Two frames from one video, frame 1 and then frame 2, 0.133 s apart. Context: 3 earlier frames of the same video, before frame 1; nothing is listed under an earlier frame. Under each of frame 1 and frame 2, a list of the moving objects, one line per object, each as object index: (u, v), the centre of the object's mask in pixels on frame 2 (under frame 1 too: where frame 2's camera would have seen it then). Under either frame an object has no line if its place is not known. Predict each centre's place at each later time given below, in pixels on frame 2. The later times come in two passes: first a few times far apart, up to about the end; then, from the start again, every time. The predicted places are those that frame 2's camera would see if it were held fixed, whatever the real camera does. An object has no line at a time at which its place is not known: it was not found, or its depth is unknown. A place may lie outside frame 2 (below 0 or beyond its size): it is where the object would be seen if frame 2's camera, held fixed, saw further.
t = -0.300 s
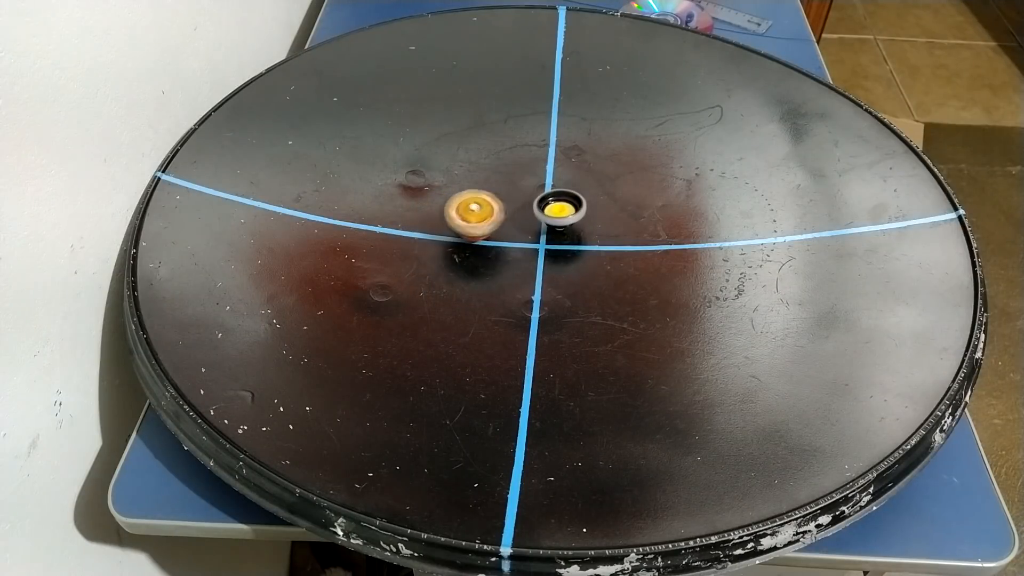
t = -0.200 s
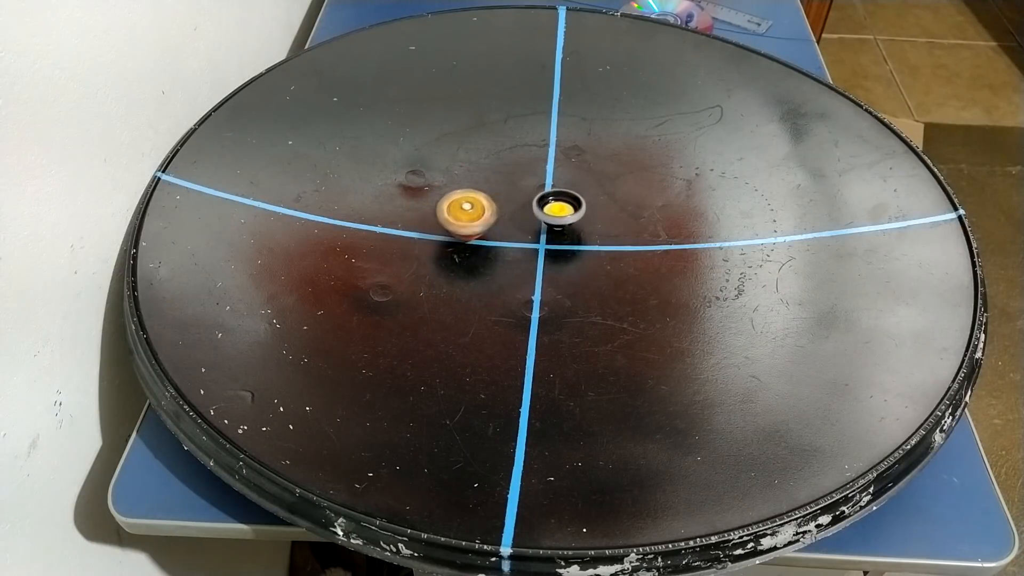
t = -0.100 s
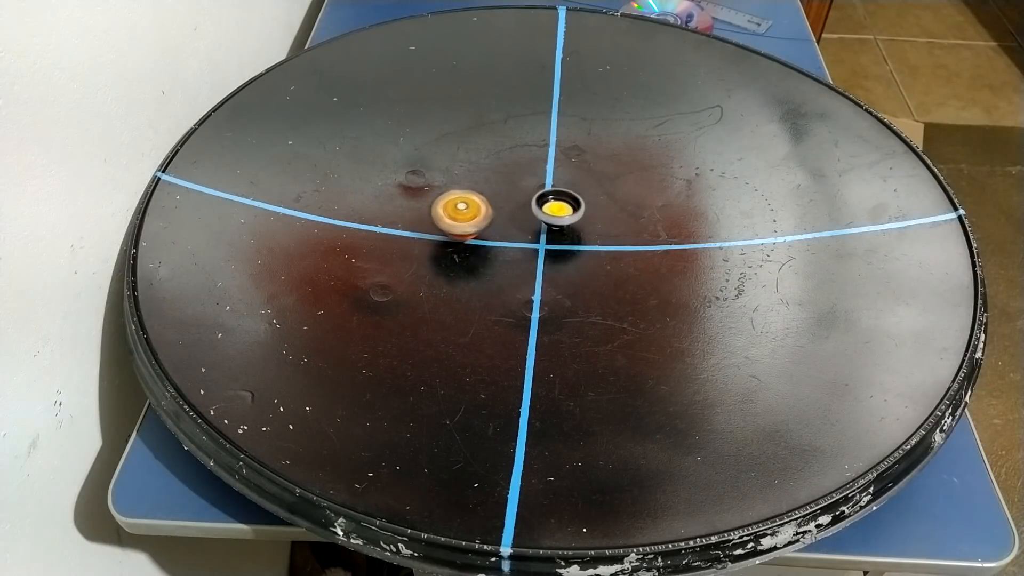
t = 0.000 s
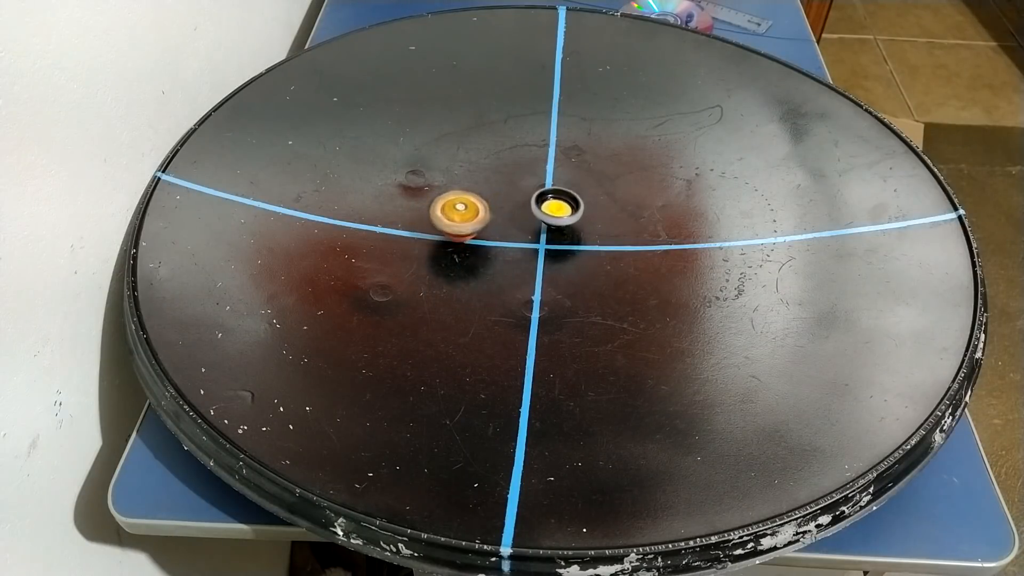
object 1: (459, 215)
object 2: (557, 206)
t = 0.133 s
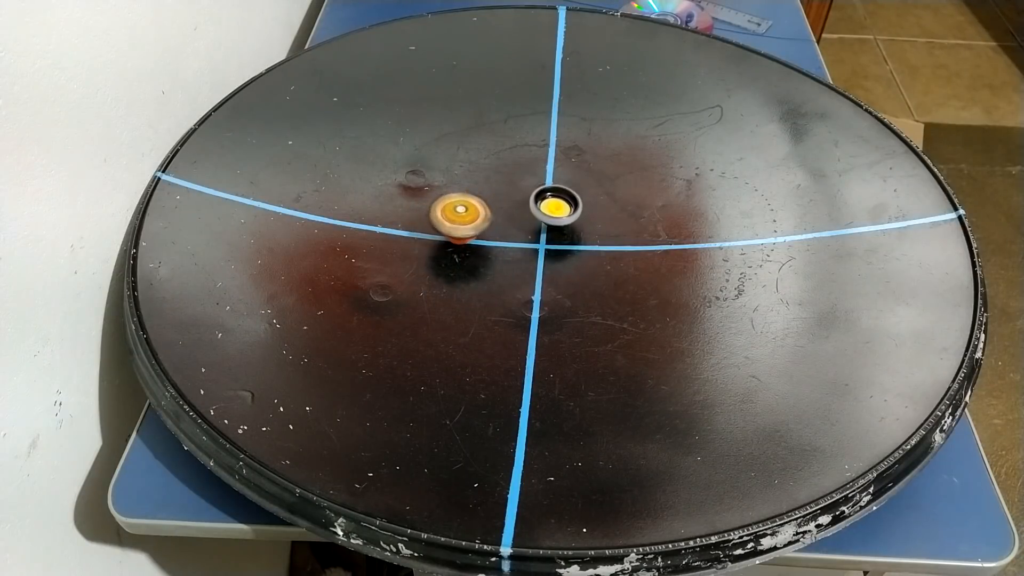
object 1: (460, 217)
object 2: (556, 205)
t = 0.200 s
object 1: (462, 218)
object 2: (555, 204)
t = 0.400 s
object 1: (473, 218)
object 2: (553, 203)
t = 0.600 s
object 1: (492, 216)
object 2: (552, 202)
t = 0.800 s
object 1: (490, 211)
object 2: (555, 202)
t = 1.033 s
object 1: (482, 211)
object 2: (553, 203)
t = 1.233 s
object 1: (481, 215)
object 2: (551, 202)
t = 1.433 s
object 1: (487, 219)
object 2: (550, 202)
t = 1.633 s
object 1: (496, 222)
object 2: (547, 201)
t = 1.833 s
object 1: (497, 225)
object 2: (545, 201)
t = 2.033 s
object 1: (493, 229)
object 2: (544, 201)
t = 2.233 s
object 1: (492, 230)
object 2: (543, 201)
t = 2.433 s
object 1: (492, 228)
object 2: (541, 200)
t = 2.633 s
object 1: (493, 223)
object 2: (539, 199)
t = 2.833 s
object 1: (488, 222)
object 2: (538, 199)
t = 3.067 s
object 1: (482, 224)
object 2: (537, 199)
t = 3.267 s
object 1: (481, 226)
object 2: (536, 199)
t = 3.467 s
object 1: (484, 224)
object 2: (533, 198)
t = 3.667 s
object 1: (486, 221)
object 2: (533, 198)
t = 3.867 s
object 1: (475, 224)
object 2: (531, 198)
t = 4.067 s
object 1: (470, 228)
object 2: (532, 199)
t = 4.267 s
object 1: (475, 229)
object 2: (531, 198)
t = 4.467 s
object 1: (485, 226)
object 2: (528, 197)
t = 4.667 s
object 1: (487, 228)
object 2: (527, 196)
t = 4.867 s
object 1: (490, 231)
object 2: (527, 196)
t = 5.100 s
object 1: (496, 230)
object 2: (527, 196)
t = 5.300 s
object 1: (495, 235)
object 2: (524, 196)
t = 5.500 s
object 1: (494, 238)
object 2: (521, 196)
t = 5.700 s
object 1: (494, 235)
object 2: (522, 196)
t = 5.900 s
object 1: (494, 228)
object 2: (524, 195)
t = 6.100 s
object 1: (482, 234)
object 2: (518, 197)
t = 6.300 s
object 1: (477, 242)
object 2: (517, 195)
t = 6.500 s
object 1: (478, 244)
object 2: (520, 196)
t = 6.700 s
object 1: (483, 237)
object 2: (518, 199)
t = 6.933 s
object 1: (479, 224)
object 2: (517, 191)
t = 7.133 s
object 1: (456, 232)
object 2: (522, 189)
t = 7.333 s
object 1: (448, 242)
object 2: (531, 186)
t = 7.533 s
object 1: (462, 245)
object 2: (523, 193)
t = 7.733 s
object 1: (481, 235)
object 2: (521, 186)
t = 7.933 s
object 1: (491, 214)
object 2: (530, 189)
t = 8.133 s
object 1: (463, 227)
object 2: (525, 196)
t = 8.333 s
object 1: (453, 254)
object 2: (520, 204)
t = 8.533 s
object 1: (479, 267)
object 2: (506, 205)
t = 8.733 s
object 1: (506, 251)
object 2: (506, 202)
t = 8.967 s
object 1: (521, 239)
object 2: (517, 191)
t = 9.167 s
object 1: (522, 232)
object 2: (515, 191)
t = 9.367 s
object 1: (512, 224)
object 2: (516, 191)
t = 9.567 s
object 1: (508, 239)
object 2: (505, 184)
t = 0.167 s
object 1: (461, 217)
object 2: (555, 205)
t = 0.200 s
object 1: (462, 218)
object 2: (555, 204)
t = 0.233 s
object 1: (463, 218)
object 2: (555, 204)
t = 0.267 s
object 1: (465, 218)
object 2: (555, 204)
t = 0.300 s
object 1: (466, 219)
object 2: (554, 204)
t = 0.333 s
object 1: (468, 218)
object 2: (554, 204)
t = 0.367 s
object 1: (471, 218)
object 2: (553, 203)
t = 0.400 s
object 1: (473, 218)
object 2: (553, 203)
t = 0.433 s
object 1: (477, 218)
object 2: (553, 203)
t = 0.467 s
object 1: (480, 218)
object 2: (553, 203)
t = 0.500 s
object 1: (483, 217)
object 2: (553, 203)
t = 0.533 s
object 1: (486, 217)
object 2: (552, 202)
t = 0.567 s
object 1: (489, 216)
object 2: (552, 202)
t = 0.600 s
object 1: (492, 216)
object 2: (552, 202)
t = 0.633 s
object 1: (495, 215)
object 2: (552, 202)
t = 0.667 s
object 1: (495, 214)
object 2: (555, 202)
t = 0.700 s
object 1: (494, 213)
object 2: (556, 203)
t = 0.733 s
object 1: (493, 212)
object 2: (555, 204)
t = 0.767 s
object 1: (490, 211)
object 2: (554, 202)
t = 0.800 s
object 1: (490, 211)
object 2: (555, 202)
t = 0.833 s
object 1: (488, 211)
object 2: (555, 203)
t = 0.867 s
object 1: (486, 210)
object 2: (554, 203)
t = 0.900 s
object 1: (486, 211)
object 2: (553, 203)
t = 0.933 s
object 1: (484, 211)
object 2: (553, 203)
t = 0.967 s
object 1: (483, 211)
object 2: (554, 203)
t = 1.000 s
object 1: (483, 211)
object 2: (553, 203)
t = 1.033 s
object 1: (482, 211)
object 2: (553, 203)
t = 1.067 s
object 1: (482, 212)
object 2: (552, 203)
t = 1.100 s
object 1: (482, 212)
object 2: (552, 203)
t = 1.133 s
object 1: (481, 213)
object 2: (552, 203)
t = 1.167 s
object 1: (481, 214)
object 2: (551, 203)
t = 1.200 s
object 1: (481, 214)
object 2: (551, 203)
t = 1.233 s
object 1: (481, 215)
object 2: (551, 202)
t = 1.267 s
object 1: (482, 216)
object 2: (551, 202)
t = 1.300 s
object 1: (483, 217)
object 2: (550, 202)
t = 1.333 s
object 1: (483, 217)
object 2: (551, 202)
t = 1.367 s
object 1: (484, 218)
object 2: (550, 202)
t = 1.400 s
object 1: (485, 218)
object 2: (550, 202)
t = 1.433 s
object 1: (487, 219)
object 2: (550, 202)
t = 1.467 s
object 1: (488, 220)
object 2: (549, 202)
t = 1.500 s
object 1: (490, 221)
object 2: (549, 202)
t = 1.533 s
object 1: (491, 221)
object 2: (548, 202)
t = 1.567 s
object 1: (493, 221)
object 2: (547, 202)
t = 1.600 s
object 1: (495, 222)
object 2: (547, 201)
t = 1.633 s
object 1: (496, 222)
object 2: (547, 201)
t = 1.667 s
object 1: (498, 222)
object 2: (547, 201)
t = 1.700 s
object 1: (499, 223)
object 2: (547, 201)
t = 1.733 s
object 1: (499, 223)
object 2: (547, 201)
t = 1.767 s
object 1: (498, 224)
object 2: (547, 201)
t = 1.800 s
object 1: (497, 225)
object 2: (546, 201)
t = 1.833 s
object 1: (497, 225)
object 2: (545, 201)
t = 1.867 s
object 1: (496, 226)
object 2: (545, 201)
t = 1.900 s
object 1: (496, 227)
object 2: (545, 201)
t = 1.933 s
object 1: (495, 227)
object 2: (545, 201)
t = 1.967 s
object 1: (495, 228)
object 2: (544, 201)
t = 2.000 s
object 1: (494, 229)
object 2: (545, 201)
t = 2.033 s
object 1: (493, 229)
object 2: (544, 201)
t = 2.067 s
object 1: (493, 230)
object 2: (545, 201)
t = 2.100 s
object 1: (493, 230)
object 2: (544, 201)
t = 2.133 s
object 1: (492, 230)
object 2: (544, 201)
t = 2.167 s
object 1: (492, 230)
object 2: (544, 201)
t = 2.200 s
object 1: (492, 230)
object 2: (544, 201)
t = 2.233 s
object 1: (492, 230)
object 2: (543, 201)
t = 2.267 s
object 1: (492, 230)
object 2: (543, 201)
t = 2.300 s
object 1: (492, 230)
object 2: (543, 200)
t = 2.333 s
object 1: (491, 229)
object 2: (542, 201)
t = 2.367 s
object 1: (491, 229)
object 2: (542, 200)
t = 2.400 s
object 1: (492, 229)
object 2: (541, 200)
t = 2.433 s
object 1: (492, 228)
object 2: (541, 200)
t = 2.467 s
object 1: (492, 227)
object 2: (541, 200)
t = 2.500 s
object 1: (492, 227)
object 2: (540, 200)
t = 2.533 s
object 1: (493, 226)
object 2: (539, 199)
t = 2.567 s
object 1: (492, 225)
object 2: (539, 199)
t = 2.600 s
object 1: (493, 224)
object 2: (539, 199)
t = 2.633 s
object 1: (493, 223)
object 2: (539, 199)
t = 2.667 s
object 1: (493, 223)
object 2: (539, 198)
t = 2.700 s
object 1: (493, 222)
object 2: (539, 198)
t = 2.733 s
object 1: (492, 221)
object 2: (540, 198)
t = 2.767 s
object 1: (491, 221)
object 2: (540, 199)
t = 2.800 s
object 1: (490, 222)
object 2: (538, 199)
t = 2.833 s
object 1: (488, 222)
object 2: (538, 199)
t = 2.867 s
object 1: (487, 222)
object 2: (538, 198)
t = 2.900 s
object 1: (486, 222)
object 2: (538, 199)
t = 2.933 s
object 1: (484, 223)
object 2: (538, 199)
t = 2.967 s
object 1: (483, 223)
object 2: (537, 199)
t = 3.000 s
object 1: (483, 223)
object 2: (537, 199)
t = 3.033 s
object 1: (482, 224)
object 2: (537, 199)
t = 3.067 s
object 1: (482, 224)
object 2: (537, 199)
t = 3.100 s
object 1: (481, 225)
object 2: (536, 199)
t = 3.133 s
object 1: (481, 225)
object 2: (536, 199)
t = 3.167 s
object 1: (481, 225)
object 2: (536, 199)
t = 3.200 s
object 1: (481, 225)
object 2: (536, 199)
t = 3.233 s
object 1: (481, 225)
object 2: (536, 199)
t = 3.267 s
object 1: (481, 226)
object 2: (536, 199)
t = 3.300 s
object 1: (481, 226)
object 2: (535, 198)
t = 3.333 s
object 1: (481, 226)
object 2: (535, 198)
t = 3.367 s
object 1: (481, 225)
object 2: (534, 198)
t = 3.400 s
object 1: (483, 225)
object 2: (534, 198)
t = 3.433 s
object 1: (482, 225)
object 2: (533, 198)
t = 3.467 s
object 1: (484, 224)
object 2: (533, 198)
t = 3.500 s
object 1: (485, 224)
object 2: (532, 198)
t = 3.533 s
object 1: (485, 223)
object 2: (532, 197)
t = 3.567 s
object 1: (486, 222)
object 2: (532, 197)
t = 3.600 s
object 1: (487, 222)
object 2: (532, 197)
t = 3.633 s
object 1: (486, 221)
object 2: (533, 197)
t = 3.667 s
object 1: (486, 221)
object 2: (533, 198)
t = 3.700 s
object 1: (484, 221)
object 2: (532, 198)
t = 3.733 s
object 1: (482, 222)
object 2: (532, 198)
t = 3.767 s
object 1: (481, 222)
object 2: (531, 198)
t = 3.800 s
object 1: (479, 222)
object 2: (531, 198)
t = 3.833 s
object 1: (476, 223)
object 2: (531, 197)
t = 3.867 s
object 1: (475, 224)
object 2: (531, 198)
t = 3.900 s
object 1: (473, 225)
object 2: (531, 198)
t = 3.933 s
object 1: (472, 225)
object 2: (531, 198)
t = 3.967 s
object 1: (472, 226)
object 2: (531, 198)
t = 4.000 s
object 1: (471, 227)
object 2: (531, 198)
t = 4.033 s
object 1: (470, 227)
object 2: (531, 198)
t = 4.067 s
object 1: (470, 228)
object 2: (532, 199)
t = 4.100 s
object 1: (471, 228)
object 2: (532, 199)
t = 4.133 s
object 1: (471, 228)
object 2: (532, 199)
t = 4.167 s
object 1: (471, 229)
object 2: (532, 198)
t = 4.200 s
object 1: (472, 229)
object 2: (531, 198)
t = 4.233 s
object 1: (473, 229)
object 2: (531, 198)
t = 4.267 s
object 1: (475, 229)
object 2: (531, 198)
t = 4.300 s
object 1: (476, 228)
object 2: (530, 198)
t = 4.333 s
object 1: (477, 228)
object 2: (530, 198)
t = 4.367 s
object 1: (479, 228)
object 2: (529, 198)
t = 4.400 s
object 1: (481, 227)
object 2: (529, 198)
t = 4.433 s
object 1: (483, 227)
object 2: (528, 198)
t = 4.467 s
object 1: (485, 226)
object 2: (528, 197)
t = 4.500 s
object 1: (487, 225)
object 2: (528, 197)
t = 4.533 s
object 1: (488, 225)
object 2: (529, 196)
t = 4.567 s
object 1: (488, 226)
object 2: (530, 196)
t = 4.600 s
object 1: (488, 226)
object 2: (530, 197)
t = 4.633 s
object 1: (487, 227)
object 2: (529, 197)
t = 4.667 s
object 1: (487, 228)
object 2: (527, 196)
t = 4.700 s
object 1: (488, 229)
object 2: (527, 195)
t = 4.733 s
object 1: (488, 230)
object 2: (527, 196)
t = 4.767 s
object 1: (488, 230)
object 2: (527, 196)
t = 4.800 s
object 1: (489, 231)
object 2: (527, 196)
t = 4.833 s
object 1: (489, 231)
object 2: (526, 196)
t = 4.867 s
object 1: (490, 231)
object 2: (527, 196)
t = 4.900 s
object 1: (491, 231)
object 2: (527, 196)
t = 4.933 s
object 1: (492, 232)
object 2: (527, 196)
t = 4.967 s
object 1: (492, 231)
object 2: (527, 196)
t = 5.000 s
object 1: (494, 231)
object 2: (527, 196)
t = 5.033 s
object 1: (495, 231)
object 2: (527, 196)
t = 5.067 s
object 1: (495, 230)
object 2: (528, 196)
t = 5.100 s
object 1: (496, 230)
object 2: (527, 196)
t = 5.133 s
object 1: (497, 229)
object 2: (528, 196)
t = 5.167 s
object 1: (497, 230)
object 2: (529, 196)
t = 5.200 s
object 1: (497, 232)
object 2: (529, 198)
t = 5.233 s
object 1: (496, 233)
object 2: (527, 197)
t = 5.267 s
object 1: (495, 234)
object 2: (525, 197)
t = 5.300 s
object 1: (495, 235)
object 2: (524, 196)
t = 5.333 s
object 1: (494, 236)
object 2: (524, 197)
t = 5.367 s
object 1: (494, 237)
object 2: (523, 197)
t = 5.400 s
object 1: (494, 237)
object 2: (522, 197)
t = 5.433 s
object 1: (494, 238)
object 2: (521, 196)
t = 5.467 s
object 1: (494, 238)
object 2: (521, 195)
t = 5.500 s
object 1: (494, 238)
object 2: (521, 196)
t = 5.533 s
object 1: (494, 238)
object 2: (521, 196)
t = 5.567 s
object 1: (494, 238)
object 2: (521, 196)
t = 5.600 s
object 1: (494, 237)
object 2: (521, 196)
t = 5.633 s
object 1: (494, 237)
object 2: (521, 196)
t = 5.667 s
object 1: (494, 236)
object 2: (522, 196)
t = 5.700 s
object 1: (494, 235)
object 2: (522, 196)
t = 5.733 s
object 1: (495, 234)
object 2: (522, 196)
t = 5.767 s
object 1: (495, 233)
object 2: (523, 196)
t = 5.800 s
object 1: (494, 232)
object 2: (523, 195)
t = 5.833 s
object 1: (495, 230)
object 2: (524, 195)
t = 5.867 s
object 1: (495, 229)
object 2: (524, 195)
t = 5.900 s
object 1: (494, 228)
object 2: (524, 195)
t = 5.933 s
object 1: (493, 228)
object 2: (525, 196)
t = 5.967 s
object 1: (492, 228)
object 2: (526, 197)
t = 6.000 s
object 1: (489, 229)
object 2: (523, 198)
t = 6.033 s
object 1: (487, 231)
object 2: (521, 198)
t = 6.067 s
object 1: (485, 232)
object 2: (519, 197)
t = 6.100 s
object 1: (482, 234)
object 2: (518, 197)
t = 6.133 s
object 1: (481, 235)
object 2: (517, 197)
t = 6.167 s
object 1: (480, 237)
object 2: (517, 197)
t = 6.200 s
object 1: (479, 239)
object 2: (515, 197)
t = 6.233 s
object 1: (477, 240)
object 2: (515, 196)
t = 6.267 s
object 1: (477, 241)
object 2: (516, 195)
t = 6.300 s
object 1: (477, 242)
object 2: (517, 195)
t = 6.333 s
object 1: (476, 243)
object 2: (518, 195)
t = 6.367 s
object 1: (476, 244)
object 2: (518, 195)
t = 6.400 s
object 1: (477, 244)
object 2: (519, 196)
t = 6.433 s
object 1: (477, 244)
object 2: (519, 195)
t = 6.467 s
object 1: (477, 244)
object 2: (520, 196)
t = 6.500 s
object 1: (478, 244)
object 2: (520, 196)
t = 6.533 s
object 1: (479, 243)
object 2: (521, 196)
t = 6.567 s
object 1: (480, 242)
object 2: (521, 196)
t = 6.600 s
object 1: (480, 241)
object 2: (521, 196)
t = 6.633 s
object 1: (482, 240)
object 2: (520, 197)
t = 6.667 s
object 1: (483, 239)
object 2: (520, 198)
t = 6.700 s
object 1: (483, 237)
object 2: (518, 199)
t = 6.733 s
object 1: (484, 235)
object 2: (518, 198)
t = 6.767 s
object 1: (484, 233)
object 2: (517, 197)
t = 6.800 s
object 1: (485, 231)
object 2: (516, 196)
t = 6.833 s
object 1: (484, 229)
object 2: (515, 195)
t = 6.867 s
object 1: (484, 227)
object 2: (514, 194)
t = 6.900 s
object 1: (485, 224)
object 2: (514, 193)
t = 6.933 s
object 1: (479, 224)
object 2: (517, 191)
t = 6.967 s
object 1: (474, 227)
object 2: (521, 188)
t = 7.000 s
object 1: (471, 227)
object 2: (527, 185)
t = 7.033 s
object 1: (467, 227)
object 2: (530, 185)
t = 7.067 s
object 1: (461, 228)
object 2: (530, 187)
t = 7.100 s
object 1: (457, 231)
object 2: (527, 190)
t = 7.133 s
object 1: (456, 232)
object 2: (522, 189)
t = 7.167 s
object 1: (452, 234)
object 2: (521, 188)
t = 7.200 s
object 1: (449, 235)
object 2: (521, 187)
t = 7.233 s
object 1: (448, 237)
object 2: (524, 186)
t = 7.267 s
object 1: (449, 239)
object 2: (527, 186)
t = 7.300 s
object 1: (449, 241)
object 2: (530, 186)
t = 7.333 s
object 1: (448, 242)
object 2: (531, 186)
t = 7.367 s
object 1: (449, 243)
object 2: (531, 187)
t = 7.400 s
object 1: (452, 245)
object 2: (532, 187)
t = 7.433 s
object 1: (454, 245)
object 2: (531, 189)
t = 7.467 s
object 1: (455, 246)
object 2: (530, 190)
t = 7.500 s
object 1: (458, 246)
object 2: (528, 192)
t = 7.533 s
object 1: (462, 245)
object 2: (523, 193)
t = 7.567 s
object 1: (466, 245)
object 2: (520, 192)
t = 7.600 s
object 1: (469, 243)
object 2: (517, 191)
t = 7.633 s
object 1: (472, 242)
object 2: (516, 189)
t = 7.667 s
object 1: (476, 239)
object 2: (517, 187)
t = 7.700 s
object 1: (479, 237)
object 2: (519, 186)
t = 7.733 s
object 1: (481, 235)
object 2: (521, 186)
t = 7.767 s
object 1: (484, 232)
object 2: (523, 186)
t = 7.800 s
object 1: (486, 228)
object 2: (523, 186)
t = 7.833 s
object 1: (489, 225)
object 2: (526, 186)
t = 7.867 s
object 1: (490, 222)
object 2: (528, 187)
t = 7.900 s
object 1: (490, 218)
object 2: (529, 187)
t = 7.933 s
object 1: (491, 214)
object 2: (530, 189)
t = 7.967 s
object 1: (492, 211)
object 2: (530, 189)
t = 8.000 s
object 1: (487, 214)
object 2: (529, 189)
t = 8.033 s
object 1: (480, 216)
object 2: (530, 189)
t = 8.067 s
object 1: (473, 219)
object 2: (531, 192)
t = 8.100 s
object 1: (468, 223)
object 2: (528, 195)
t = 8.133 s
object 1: (463, 227)
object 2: (525, 196)
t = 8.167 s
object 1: (459, 231)
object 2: (524, 197)
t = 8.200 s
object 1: (455, 235)
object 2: (523, 198)
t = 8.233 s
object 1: (452, 240)
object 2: (524, 199)
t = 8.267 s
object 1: (452, 245)
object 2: (524, 201)
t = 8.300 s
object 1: (452, 249)
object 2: (523, 205)
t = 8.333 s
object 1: (453, 254)
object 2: (520, 204)
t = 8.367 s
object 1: (456, 258)
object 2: (517, 206)
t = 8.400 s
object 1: (459, 261)
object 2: (514, 209)
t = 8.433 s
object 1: (463, 264)
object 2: (510, 207)
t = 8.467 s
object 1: (468, 266)
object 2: (508, 208)
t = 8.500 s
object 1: (473, 267)
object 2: (506, 205)
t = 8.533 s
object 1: (479, 267)
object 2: (506, 205)
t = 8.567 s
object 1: (484, 267)
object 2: (508, 203)
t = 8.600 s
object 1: (489, 265)
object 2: (506, 201)
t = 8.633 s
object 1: (494, 263)
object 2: (506, 201)
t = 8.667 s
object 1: (499, 259)
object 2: (507, 204)
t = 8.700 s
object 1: (503, 256)
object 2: (506, 205)
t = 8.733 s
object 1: (506, 251)
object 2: (506, 202)
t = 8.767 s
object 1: (508, 247)
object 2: (506, 201)
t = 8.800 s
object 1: (510, 242)
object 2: (504, 201)
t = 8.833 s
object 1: (510, 238)
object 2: (504, 200)
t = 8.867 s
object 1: (515, 237)
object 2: (505, 196)
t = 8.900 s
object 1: (519, 238)
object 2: (509, 192)
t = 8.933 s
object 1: (520, 239)
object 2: (511, 191)
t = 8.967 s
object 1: (521, 239)
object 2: (517, 191)
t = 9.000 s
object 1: (520, 238)
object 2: (522, 189)
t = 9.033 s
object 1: (520, 237)
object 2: (521, 189)
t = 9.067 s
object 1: (522, 236)
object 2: (520, 190)
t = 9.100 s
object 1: (525, 234)
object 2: (519, 190)
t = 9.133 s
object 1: (525, 232)
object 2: (518, 190)
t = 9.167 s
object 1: (522, 232)
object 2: (515, 191)
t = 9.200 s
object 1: (520, 230)
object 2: (513, 190)
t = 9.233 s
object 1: (517, 229)
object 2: (517, 189)
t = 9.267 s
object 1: (517, 228)
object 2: (520, 189)
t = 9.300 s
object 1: (518, 227)
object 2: (519, 189)
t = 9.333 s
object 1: (516, 225)
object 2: (518, 191)
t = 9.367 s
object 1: (512, 224)
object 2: (516, 191)
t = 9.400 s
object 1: (509, 225)
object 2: (515, 191)
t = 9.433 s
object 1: (507, 228)
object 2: (511, 190)
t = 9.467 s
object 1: (508, 233)
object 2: (508, 189)
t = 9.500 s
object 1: (511, 235)
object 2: (506, 188)
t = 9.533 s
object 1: (510, 238)
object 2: (505, 186)
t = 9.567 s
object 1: (508, 239)
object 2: (505, 184)
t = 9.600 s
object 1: (508, 242)
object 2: (506, 184)
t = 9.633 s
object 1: (508, 242)
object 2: (507, 184)
